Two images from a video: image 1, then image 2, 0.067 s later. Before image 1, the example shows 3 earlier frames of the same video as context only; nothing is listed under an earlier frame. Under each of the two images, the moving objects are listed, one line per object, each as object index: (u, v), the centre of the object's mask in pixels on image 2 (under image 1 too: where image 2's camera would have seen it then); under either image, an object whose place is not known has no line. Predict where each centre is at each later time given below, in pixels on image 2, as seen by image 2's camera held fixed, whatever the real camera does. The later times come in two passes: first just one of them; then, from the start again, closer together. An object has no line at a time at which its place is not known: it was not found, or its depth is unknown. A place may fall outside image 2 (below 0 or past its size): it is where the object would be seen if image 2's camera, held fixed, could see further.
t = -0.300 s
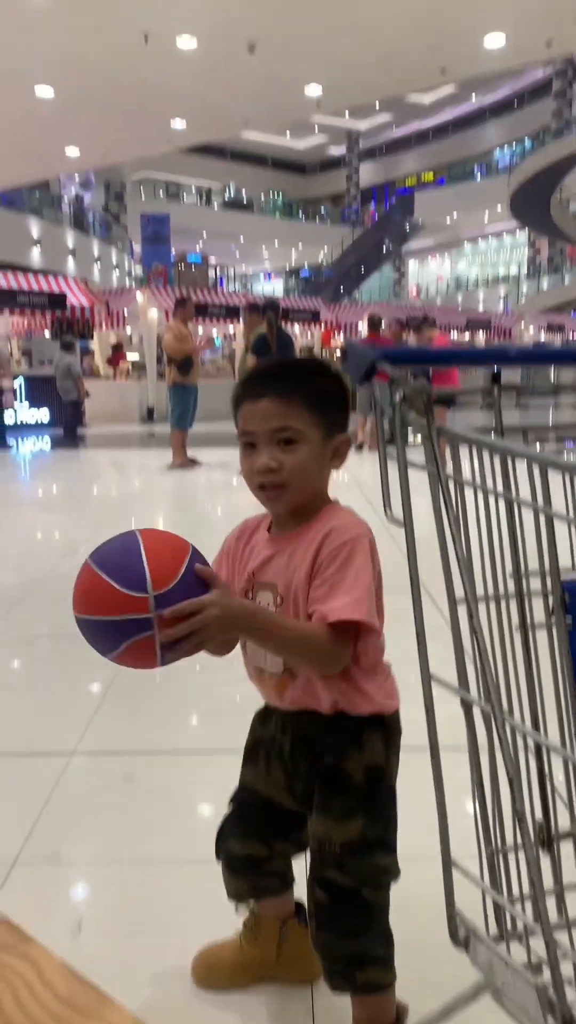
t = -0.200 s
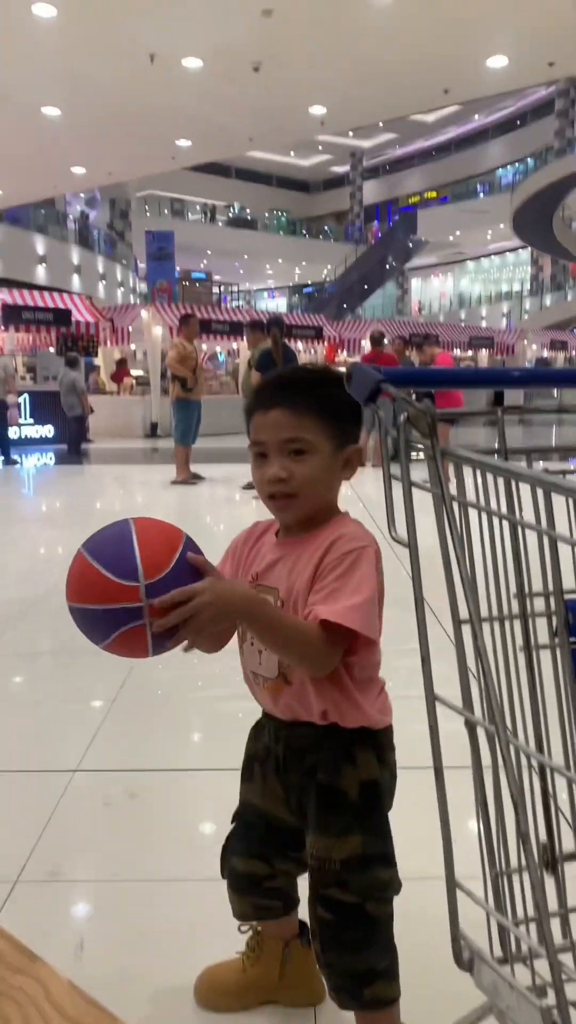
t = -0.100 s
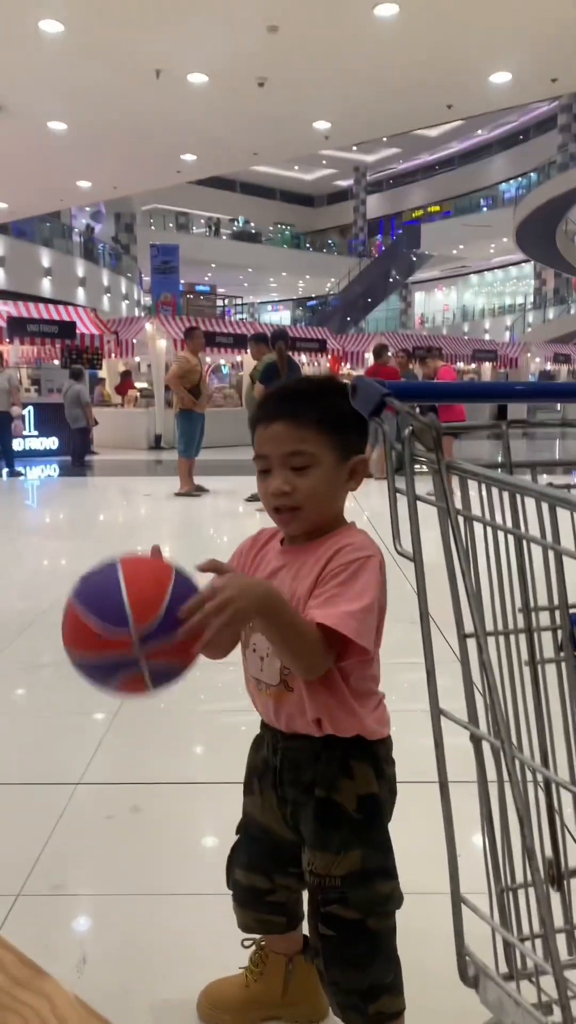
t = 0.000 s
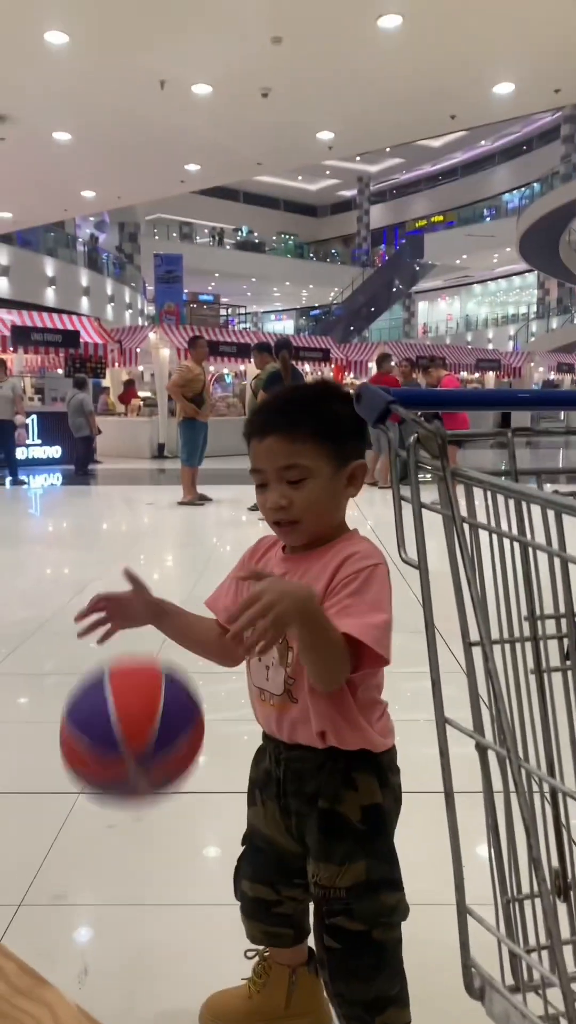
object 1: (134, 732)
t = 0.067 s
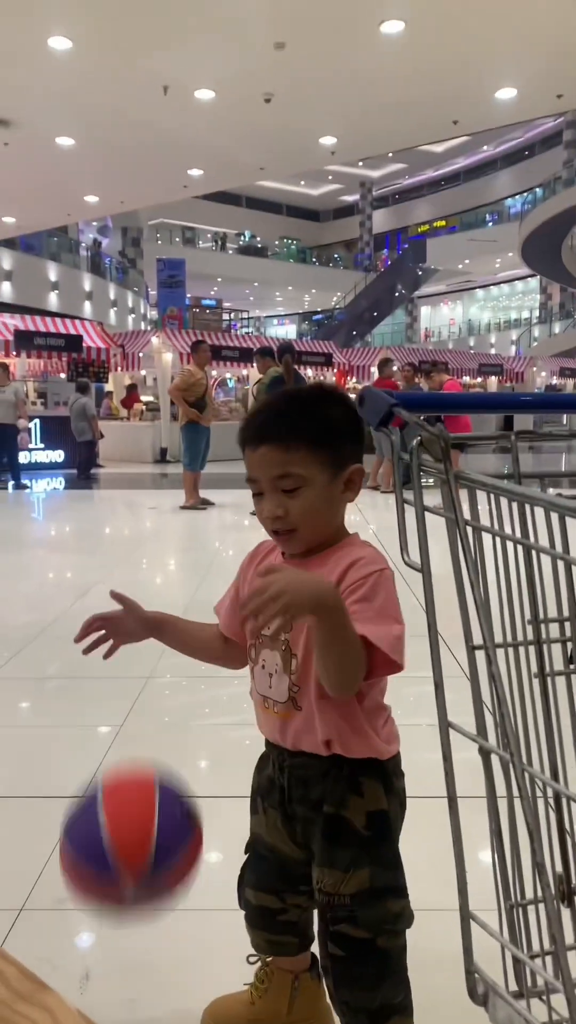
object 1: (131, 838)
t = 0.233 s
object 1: (130, 1005)
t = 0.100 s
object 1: (130, 901)
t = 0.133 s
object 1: (131, 962)
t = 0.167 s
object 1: (136, 996)
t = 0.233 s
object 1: (130, 1005)
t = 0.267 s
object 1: (124, 977)
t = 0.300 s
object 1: (114, 947)
